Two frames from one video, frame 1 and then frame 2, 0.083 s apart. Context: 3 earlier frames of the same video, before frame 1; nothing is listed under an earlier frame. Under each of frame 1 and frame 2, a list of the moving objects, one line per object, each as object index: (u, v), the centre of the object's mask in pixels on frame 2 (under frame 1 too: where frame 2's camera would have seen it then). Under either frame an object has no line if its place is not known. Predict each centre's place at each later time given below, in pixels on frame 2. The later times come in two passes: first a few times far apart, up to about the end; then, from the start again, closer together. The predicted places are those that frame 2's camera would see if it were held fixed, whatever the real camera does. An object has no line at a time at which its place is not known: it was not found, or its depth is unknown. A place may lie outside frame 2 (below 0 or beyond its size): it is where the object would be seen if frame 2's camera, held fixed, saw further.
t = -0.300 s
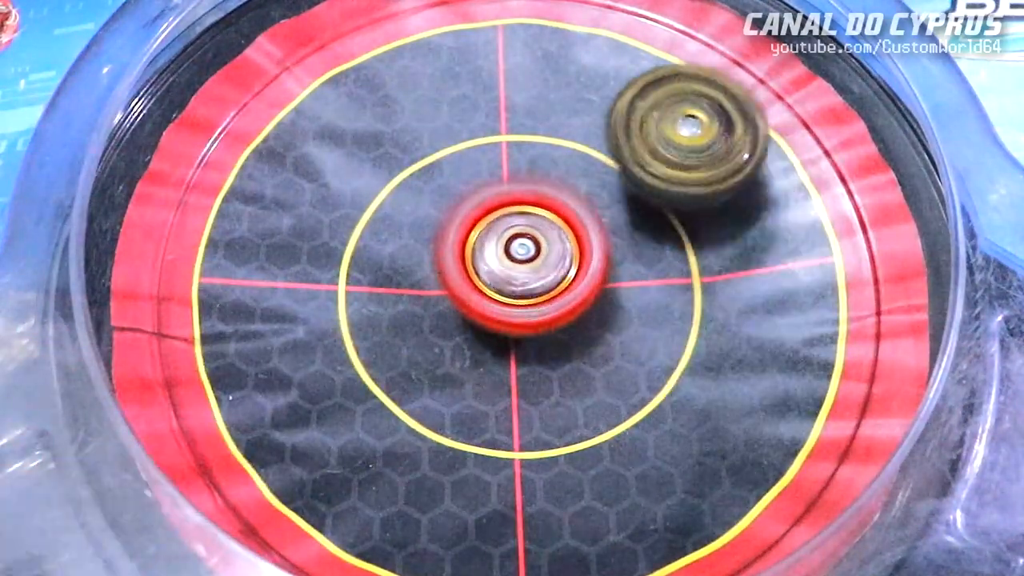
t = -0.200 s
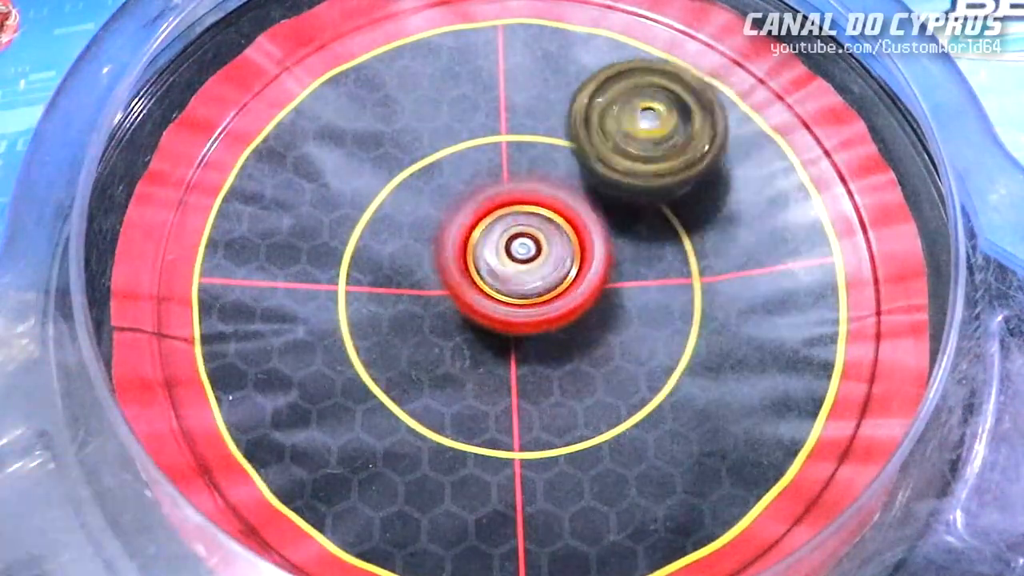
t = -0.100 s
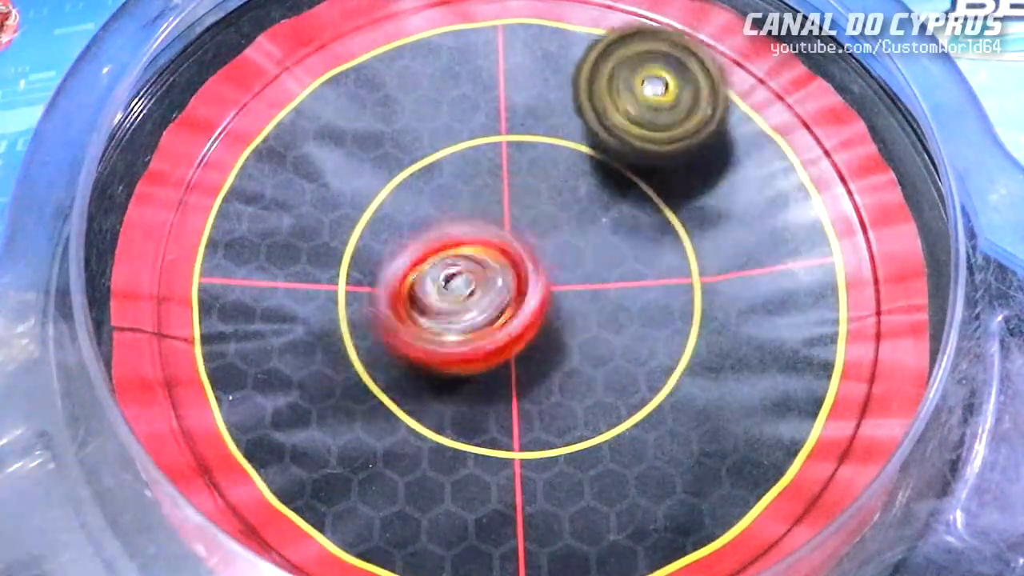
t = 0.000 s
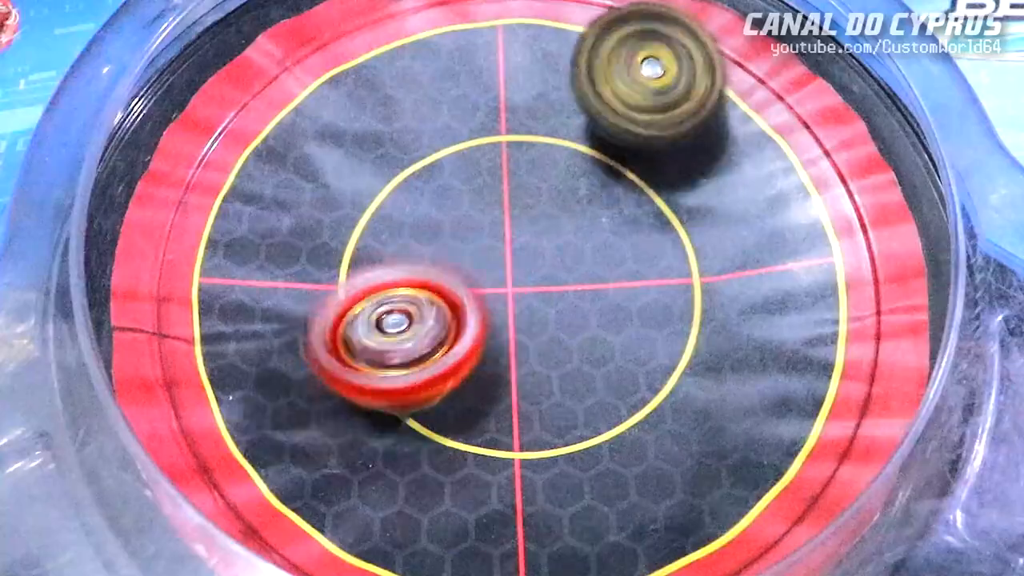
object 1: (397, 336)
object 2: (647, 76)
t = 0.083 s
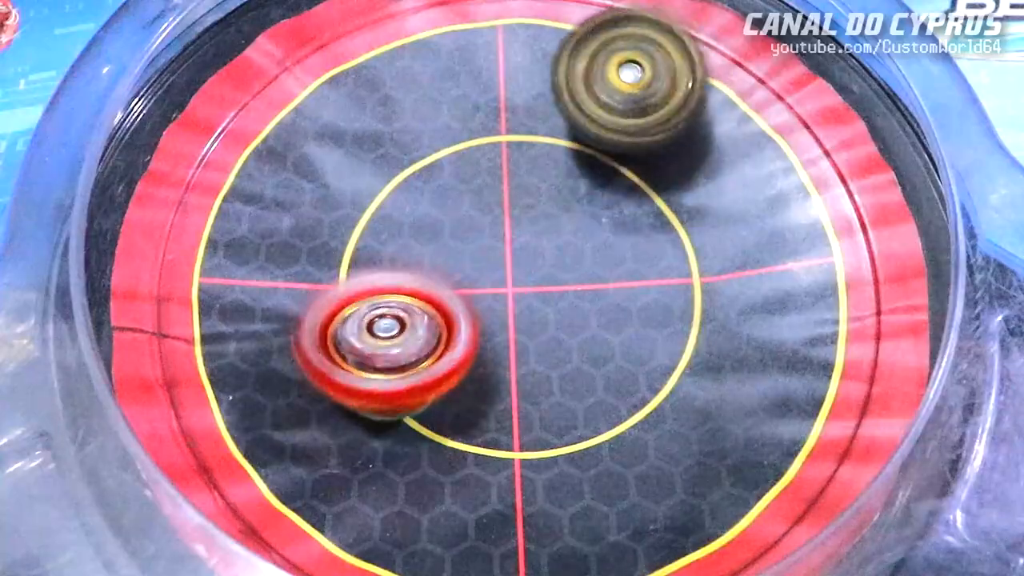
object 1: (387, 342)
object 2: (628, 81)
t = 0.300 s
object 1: (398, 340)
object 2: (587, 136)
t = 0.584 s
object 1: (294, 367)
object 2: (639, 211)
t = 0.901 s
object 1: (402, 327)
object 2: (616, 253)
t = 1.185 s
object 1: (381, 294)
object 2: (665, 261)
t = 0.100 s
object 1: (386, 342)
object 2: (626, 83)
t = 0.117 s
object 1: (387, 342)
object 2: (622, 86)
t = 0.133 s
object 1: (388, 342)
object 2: (619, 89)
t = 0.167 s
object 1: (389, 343)
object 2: (611, 95)
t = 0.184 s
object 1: (389, 342)
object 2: (608, 101)
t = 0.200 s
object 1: (390, 341)
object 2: (604, 103)
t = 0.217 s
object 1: (392, 342)
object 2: (602, 109)
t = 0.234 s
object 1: (392, 341)
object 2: (599, 112)
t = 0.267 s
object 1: (394, 341)
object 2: (593, 124)
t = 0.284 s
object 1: (396, 339)
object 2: (590, 131)
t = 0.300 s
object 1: (398, 340)
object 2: (587, 136)
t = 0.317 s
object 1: (399, 338)
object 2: (584, 142)
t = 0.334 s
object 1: (399, 338)
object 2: (580, 148)
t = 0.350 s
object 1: (400, 337)
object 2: (578, 155)
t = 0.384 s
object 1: (404, 335)
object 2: (570, 168)
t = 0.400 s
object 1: (405, 334)
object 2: (567, 174)
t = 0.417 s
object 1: (407, 333)
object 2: (564, 182)
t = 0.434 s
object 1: (408, 333)
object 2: (560, 190)
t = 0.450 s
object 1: (411, 332)
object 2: (556, 200)
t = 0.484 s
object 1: (410, 331)
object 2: (551, 220)
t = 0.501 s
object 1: (385, 335)
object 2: (569, 219)
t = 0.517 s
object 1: (365, 350)
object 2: (589, 217)
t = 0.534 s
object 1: (339, 355)
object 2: (604, 214)
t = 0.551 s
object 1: (322, 359)
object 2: (620, 212)
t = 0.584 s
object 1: (294, 367)
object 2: (639, 211)
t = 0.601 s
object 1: (284, 369)
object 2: (647, 216)
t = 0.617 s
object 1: (279, 370)
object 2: (651, 216)
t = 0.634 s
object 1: (276, 369)
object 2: (655, 220)
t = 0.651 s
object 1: (274, 368)
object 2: (654, 222)
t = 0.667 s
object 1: (275, 366)
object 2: (655, 224)
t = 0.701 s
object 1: (288, 360)
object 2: (652, 227)
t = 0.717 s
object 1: (293, 359)
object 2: (650, 230)
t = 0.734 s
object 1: (300, 356)
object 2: (648, 232)
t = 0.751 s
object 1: (311, 352)
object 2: (646, 235)
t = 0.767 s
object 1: (317, 351)
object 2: (643, 235)
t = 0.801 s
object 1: (340, 342)
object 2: (639, 239)
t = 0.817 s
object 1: (348, 341)
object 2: (637, 241)
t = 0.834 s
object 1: (359, 337)
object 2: (633, 243)
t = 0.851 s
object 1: (372, 335)
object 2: (630, 246)
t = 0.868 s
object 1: (380, 332)
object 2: (625, 248)
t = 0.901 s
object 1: (402, 327)
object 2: (616, 253)
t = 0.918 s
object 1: (408, 325)
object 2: (613, 255)
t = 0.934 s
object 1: (416, 322)
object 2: (608, 258)
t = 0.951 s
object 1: (427, 320)
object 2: (604, 259)
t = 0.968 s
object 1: (428, 317)
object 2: (603, 260)
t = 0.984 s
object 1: (428, 314)
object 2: (604, 260)
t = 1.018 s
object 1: (425, 311)
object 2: (609, 260)
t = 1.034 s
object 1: (425, 310)
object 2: (613, 260)
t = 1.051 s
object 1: (426, 308)
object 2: (613, 261)
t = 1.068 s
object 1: (428, 307)
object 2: (613, 261)
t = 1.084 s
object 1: (429, 306)
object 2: (613, 262)
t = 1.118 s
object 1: (430, 306)
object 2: (614, 262)
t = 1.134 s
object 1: (431, 307)
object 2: (613, 260)
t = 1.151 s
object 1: (432, 305)
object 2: (613, 260)
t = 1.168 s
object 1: (410, 302)
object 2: (640, 264)
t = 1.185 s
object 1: (381, 294)
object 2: (665, 261)
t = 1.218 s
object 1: (324, 286)
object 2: (726, 250)
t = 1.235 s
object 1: (303, 281)
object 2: (748, 244)
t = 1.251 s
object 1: (284, 277)
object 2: (770, 237)
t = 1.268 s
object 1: (262, 272)
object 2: (788, 232)
